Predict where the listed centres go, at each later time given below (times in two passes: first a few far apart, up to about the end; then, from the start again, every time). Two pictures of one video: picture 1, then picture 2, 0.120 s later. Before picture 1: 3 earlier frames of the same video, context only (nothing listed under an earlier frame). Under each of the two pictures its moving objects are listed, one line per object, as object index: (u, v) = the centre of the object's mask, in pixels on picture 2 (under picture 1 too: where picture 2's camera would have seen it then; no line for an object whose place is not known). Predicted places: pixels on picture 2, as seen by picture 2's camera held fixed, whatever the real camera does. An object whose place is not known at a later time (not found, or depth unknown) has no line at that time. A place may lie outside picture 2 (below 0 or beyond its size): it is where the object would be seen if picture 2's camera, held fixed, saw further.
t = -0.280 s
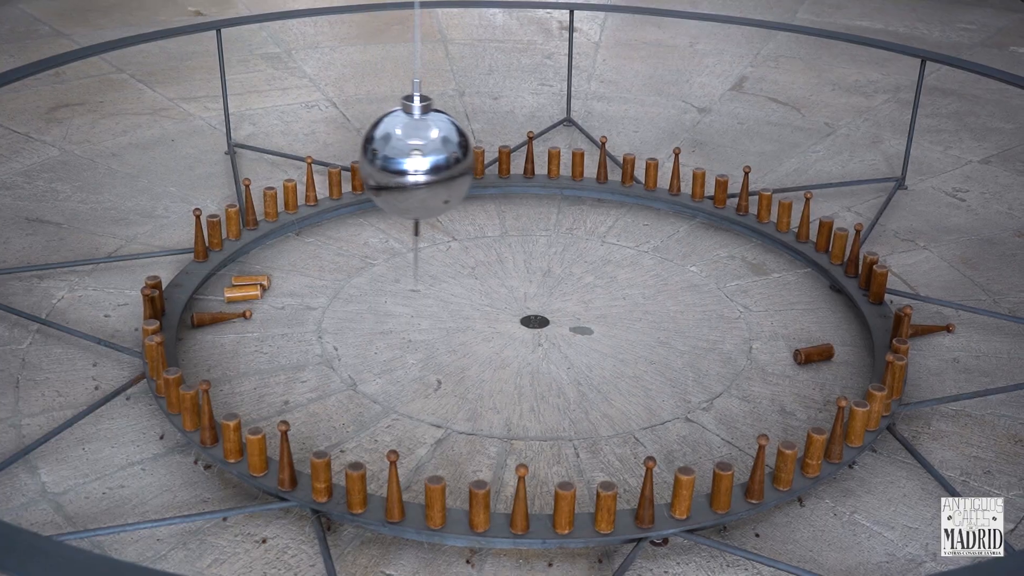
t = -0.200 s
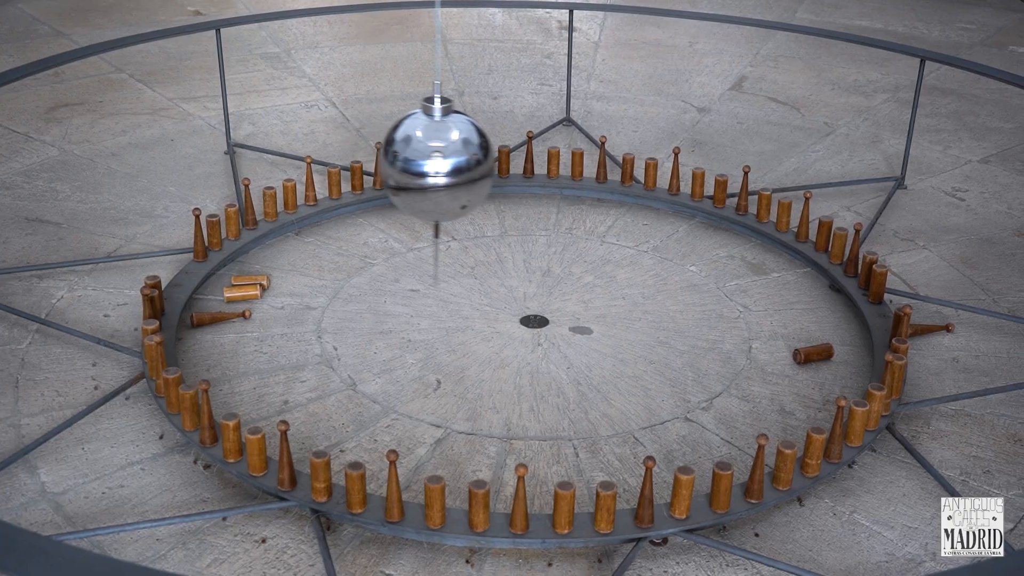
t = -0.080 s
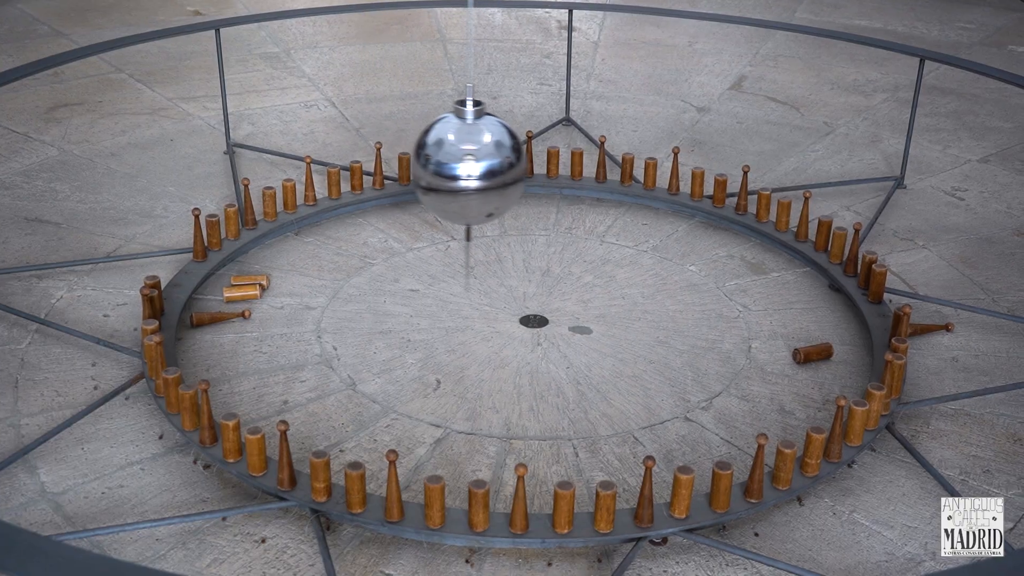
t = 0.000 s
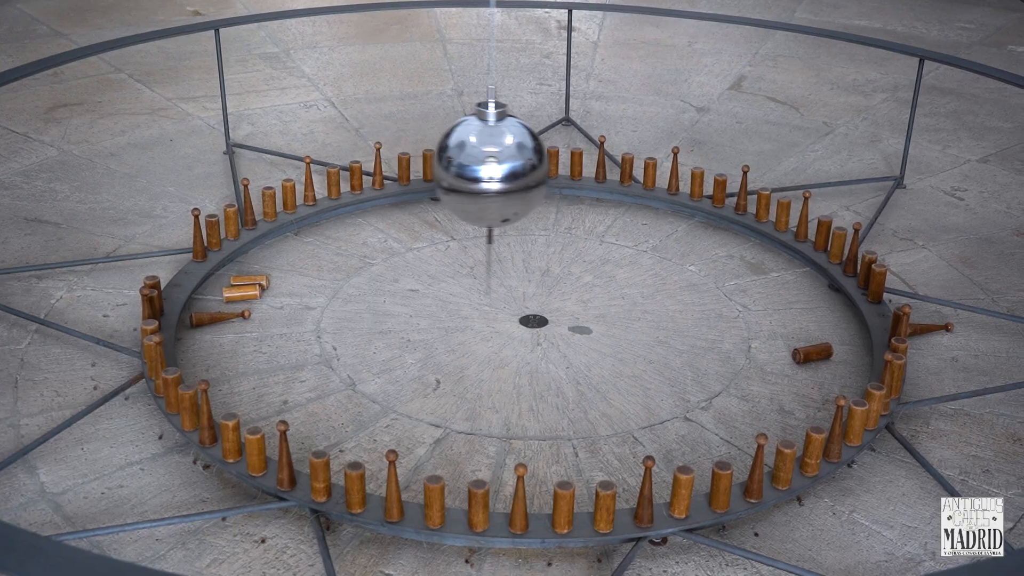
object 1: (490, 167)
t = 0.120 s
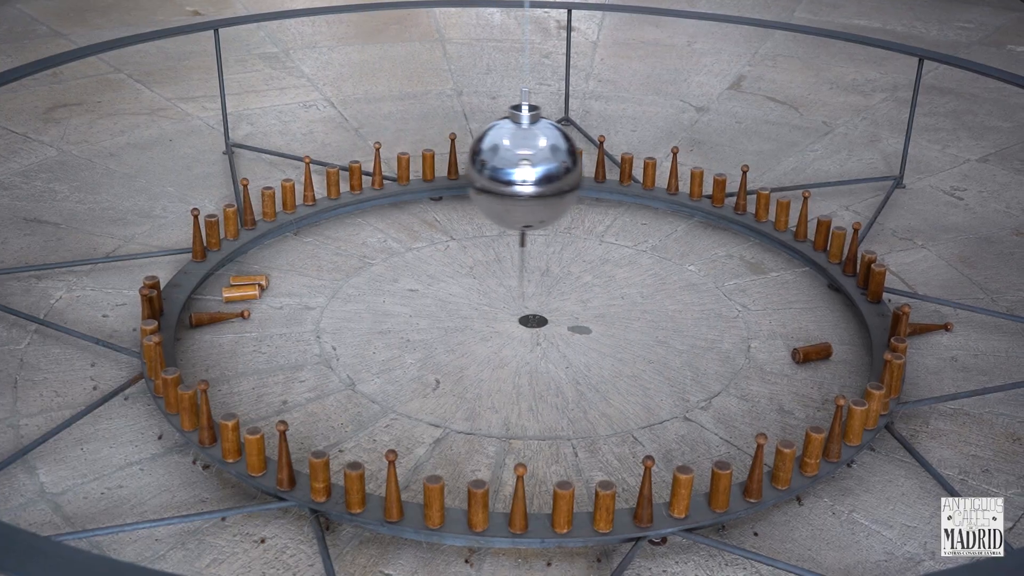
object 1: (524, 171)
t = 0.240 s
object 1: (558, 173)
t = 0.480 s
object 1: (625, 179)
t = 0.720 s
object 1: (690, 183)
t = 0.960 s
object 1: (747, 185)
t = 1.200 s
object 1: (795, 188)
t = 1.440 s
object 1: (829, 190)
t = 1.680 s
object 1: (850, 190)
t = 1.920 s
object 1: (854, 191)
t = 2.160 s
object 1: (842, 192)
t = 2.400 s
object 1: (814, 191)
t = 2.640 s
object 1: (771, 190)
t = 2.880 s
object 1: (717, 188)
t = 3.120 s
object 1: (655, 185)
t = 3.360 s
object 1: (588, 181)
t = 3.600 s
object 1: (519, 176)
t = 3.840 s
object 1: (451, 170)
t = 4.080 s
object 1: (388, 162)
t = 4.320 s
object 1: (333, 157)
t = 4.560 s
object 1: (286, 151)
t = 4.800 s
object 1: (251, 143)
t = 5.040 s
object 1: (229, 139)
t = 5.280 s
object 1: (220, 137)
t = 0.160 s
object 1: (535, 171)
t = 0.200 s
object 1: (546, 172)
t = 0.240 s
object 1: (558, 173)
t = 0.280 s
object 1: (570, 176)
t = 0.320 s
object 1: (580, 177)
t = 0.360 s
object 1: (592, 176)
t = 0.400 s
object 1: (603, 176)
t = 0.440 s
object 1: (614, 177)
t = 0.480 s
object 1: (625, 179)
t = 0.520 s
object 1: (636, 179)
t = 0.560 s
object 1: (648, 181)
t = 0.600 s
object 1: (658, 182)
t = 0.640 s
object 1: (669, 181)
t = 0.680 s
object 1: (679, 181)
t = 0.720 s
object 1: (690, 183)
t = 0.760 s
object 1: (700, 183)
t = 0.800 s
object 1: (709, 183)
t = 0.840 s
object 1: (719, 183)
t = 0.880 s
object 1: (729, 184)
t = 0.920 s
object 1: (739, 185)
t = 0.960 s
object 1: (747, 185)
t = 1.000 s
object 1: (756, 185)
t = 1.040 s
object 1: (764, 186)
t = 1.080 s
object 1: (772, 187)
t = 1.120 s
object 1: (780, 187)
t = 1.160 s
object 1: (788, 187)
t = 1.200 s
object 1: (795, 188)
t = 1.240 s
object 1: (801, 188)
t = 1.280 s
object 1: (808, 188)
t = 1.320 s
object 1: (813, 189)
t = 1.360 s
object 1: (820, 189)
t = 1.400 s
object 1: (825, 189)
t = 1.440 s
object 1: (829, 190)
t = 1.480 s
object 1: (834, 190)
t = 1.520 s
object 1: (838, 190)
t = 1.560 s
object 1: (842, 190)
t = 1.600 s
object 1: (845, 190)
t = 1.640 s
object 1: (848, 190)
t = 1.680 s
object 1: (850, 190)
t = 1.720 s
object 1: (852, 191)
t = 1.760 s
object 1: (853, 191)
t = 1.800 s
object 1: (854, 191)
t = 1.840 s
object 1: (854, 191)
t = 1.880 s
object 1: (854, 191)
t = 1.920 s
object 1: (854, 191)
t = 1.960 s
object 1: (853, 192)
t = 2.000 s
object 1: (852, 192)
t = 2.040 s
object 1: (850, 192)
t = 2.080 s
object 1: (848, 191)
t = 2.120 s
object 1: (845, 192)
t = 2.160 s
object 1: (842, 192)
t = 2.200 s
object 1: (838, 192)
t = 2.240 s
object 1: (834, 192)
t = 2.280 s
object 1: (830, 192)
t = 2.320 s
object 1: (825, 191)
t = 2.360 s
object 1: (819, 192)
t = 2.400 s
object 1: (814, 191)
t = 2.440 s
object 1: (807, 191)
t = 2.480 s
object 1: (801, 191)
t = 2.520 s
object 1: (794, 191)
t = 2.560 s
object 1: (787, 190)
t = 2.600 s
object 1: (779, 190)
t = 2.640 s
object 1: (771, 190)
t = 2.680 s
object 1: (763, 190)
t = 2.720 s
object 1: (754, 189)
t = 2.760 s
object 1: (746, 189)
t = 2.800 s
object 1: (737, 189)
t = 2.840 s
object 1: (727, 189)
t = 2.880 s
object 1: (717, 188)
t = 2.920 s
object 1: (707, 188)
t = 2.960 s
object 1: (697, 187)
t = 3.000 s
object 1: (687, 187)
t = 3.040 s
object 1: (676, 186)
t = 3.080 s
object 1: (666, 186)
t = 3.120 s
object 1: (655, 185)
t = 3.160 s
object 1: (644, 185)
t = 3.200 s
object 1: (633, 184)
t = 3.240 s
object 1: (621, 183)
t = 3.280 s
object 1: (610, 182)
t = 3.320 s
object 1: (600, 182)
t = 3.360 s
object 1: (588, 181)
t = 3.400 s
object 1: (577, 181)
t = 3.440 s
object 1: (565, 180)
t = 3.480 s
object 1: (554, 179)
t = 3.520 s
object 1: (543, 178)
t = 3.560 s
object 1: (530, 177)
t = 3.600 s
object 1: (519, 176)
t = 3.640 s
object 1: (508, 175)
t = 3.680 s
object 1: (497, 173)
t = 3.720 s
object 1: (485, 173)
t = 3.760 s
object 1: (473, 172)
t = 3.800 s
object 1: (462, 171)
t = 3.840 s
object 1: (451, 170)
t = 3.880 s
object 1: (440, 168)
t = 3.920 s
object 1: (430, 167)
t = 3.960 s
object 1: (419, 167)
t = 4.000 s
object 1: (409, 165)
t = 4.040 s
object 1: (398, 165)
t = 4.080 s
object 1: (388, 162)
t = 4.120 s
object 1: (378, 162)
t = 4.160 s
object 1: (369, 161)
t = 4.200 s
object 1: (360, 160)
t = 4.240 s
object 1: (350, 158)
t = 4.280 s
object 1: (341, 158)
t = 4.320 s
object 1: (333, 157)
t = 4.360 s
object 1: (323, 156)
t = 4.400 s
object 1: (315, 153)
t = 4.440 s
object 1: (308, 152)
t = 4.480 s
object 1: (300, 153)
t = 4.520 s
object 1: (294, 151)
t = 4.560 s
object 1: (286, 151)
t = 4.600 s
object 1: (279, 147)
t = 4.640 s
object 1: (273, 146)
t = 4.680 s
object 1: (267, 146)
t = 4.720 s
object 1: (261, 145)
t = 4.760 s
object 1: (256, 144)
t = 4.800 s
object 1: (251, 143)
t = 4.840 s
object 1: (246, 142)
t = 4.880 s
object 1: (242, 142)
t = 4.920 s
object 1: (238, 141)
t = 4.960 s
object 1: (235, 140)
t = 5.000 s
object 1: (231, 140)
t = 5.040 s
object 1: (229, 139)
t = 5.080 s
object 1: (226, 139)
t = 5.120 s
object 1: (224, 139)
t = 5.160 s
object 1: (223, 138)
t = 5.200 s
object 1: (221, 138)
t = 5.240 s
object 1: (220, 137)
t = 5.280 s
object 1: (220, 137)
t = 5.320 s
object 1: (220, 137)
